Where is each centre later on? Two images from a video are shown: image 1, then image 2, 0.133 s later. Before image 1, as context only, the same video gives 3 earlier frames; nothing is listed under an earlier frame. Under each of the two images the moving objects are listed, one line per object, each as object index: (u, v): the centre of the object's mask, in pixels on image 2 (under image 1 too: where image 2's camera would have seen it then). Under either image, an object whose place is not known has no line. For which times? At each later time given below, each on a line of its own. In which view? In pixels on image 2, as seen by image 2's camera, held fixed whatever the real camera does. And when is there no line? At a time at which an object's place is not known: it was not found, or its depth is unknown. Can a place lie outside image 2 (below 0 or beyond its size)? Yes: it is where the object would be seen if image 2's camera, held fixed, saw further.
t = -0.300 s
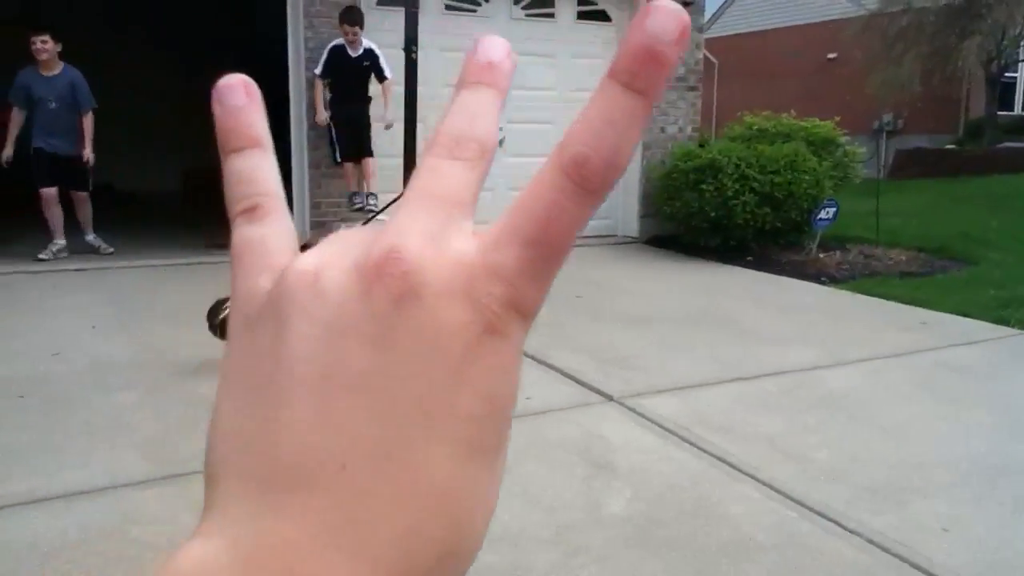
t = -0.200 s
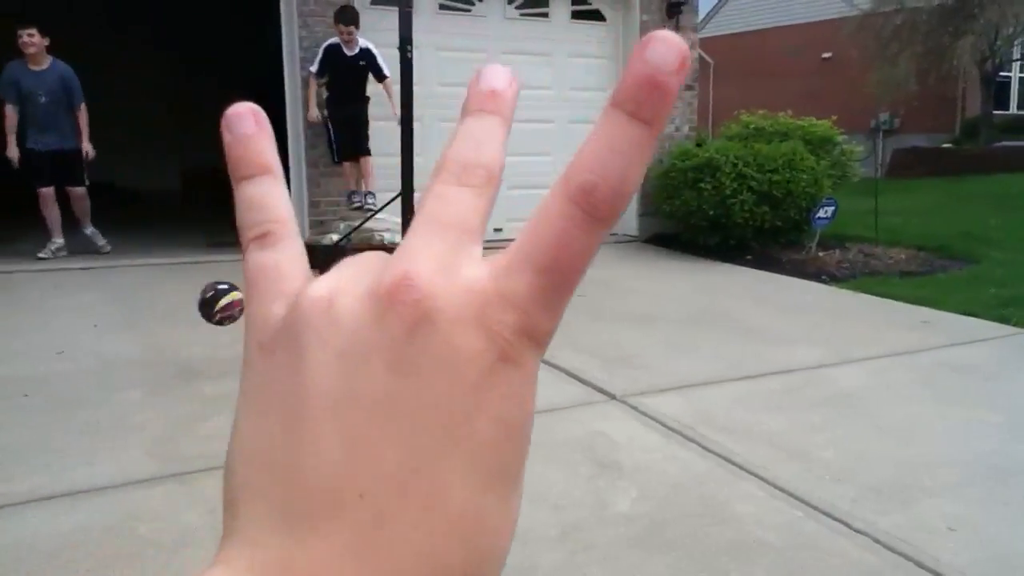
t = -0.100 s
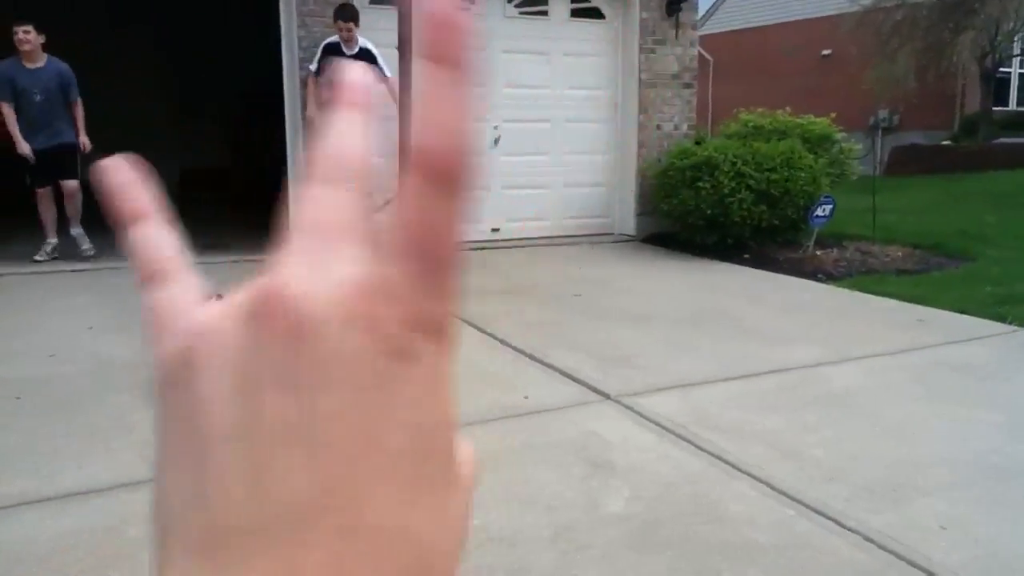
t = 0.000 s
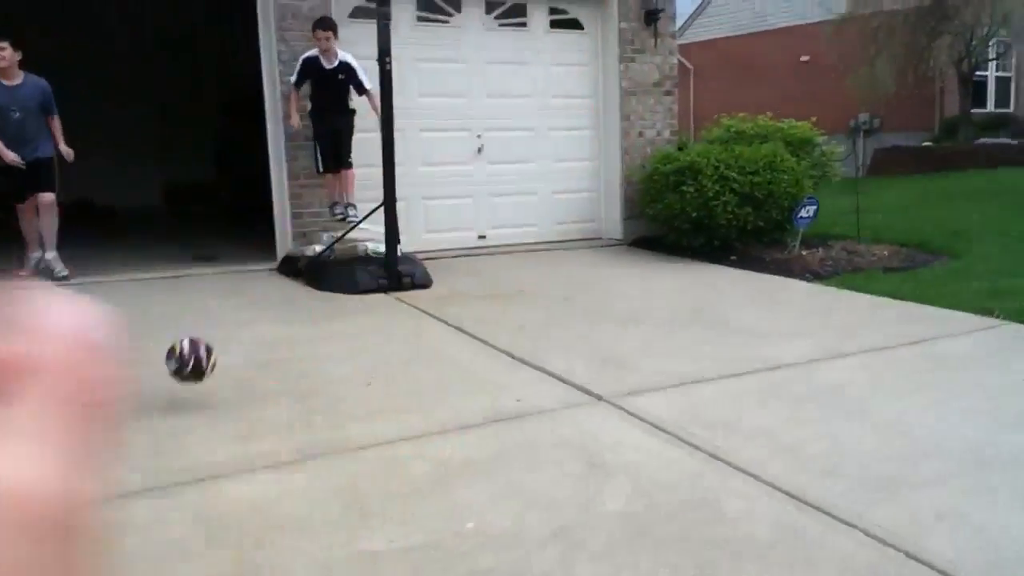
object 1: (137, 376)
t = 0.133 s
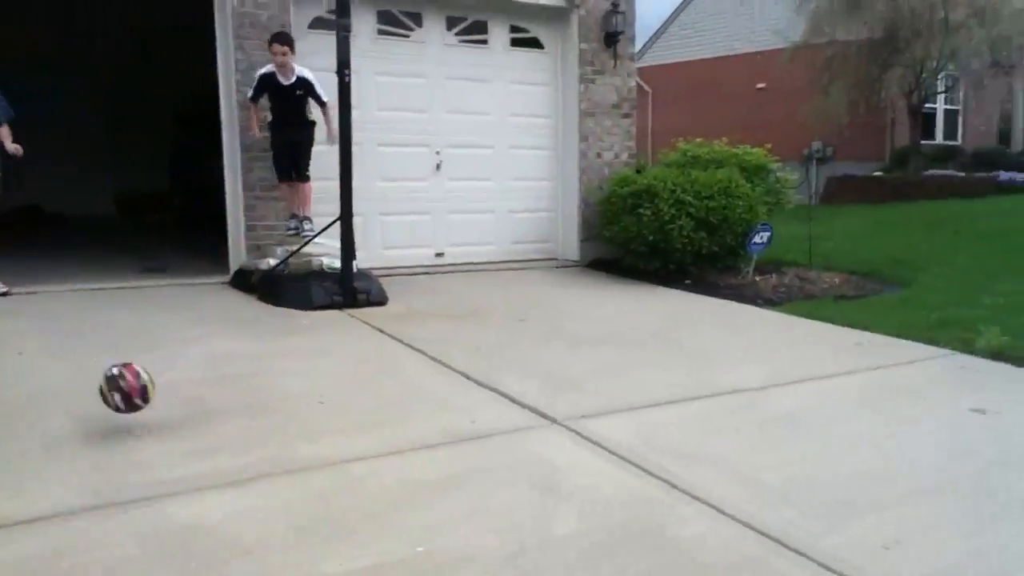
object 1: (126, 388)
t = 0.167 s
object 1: (124, 384)
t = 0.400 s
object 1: (120, 442)
